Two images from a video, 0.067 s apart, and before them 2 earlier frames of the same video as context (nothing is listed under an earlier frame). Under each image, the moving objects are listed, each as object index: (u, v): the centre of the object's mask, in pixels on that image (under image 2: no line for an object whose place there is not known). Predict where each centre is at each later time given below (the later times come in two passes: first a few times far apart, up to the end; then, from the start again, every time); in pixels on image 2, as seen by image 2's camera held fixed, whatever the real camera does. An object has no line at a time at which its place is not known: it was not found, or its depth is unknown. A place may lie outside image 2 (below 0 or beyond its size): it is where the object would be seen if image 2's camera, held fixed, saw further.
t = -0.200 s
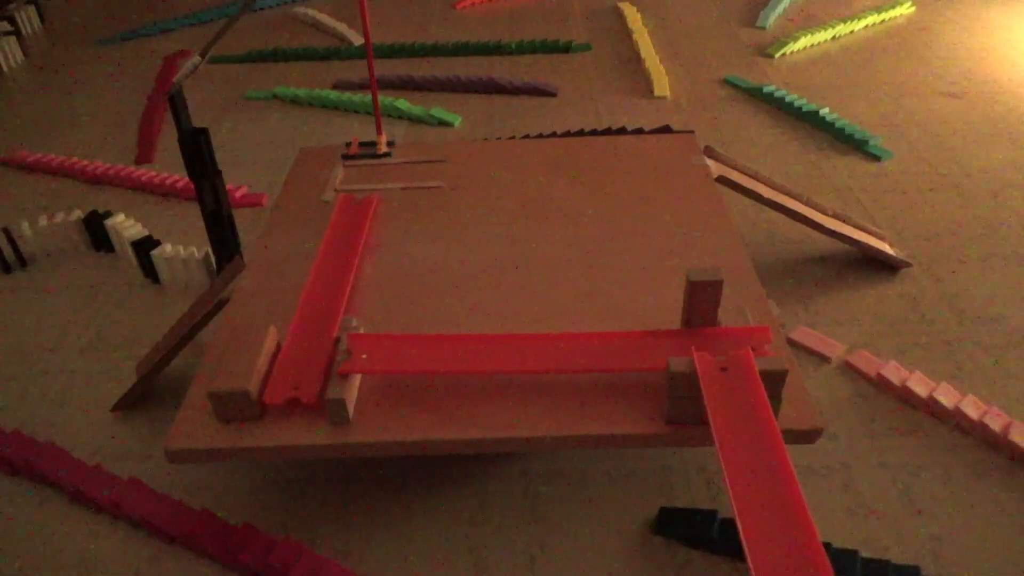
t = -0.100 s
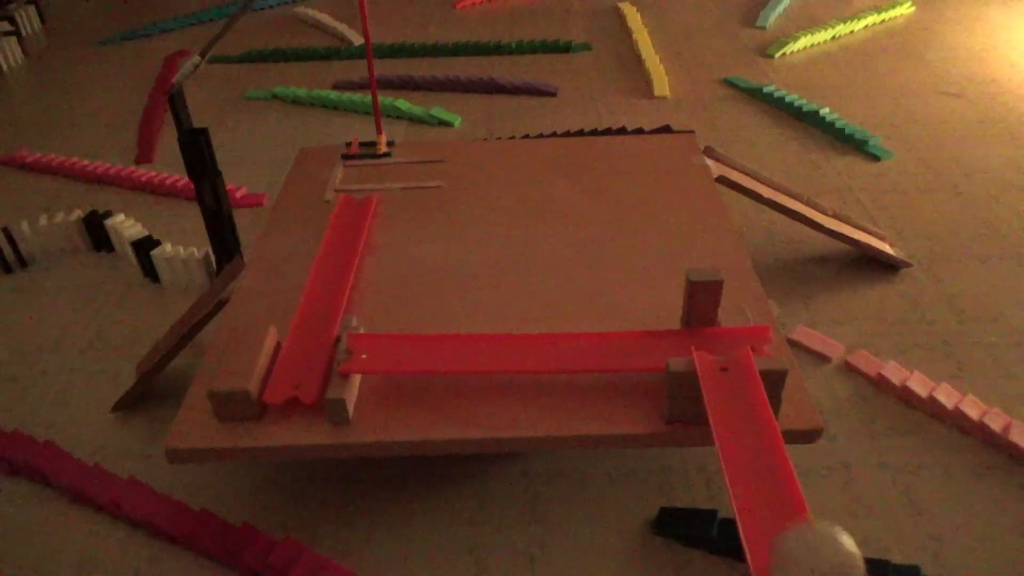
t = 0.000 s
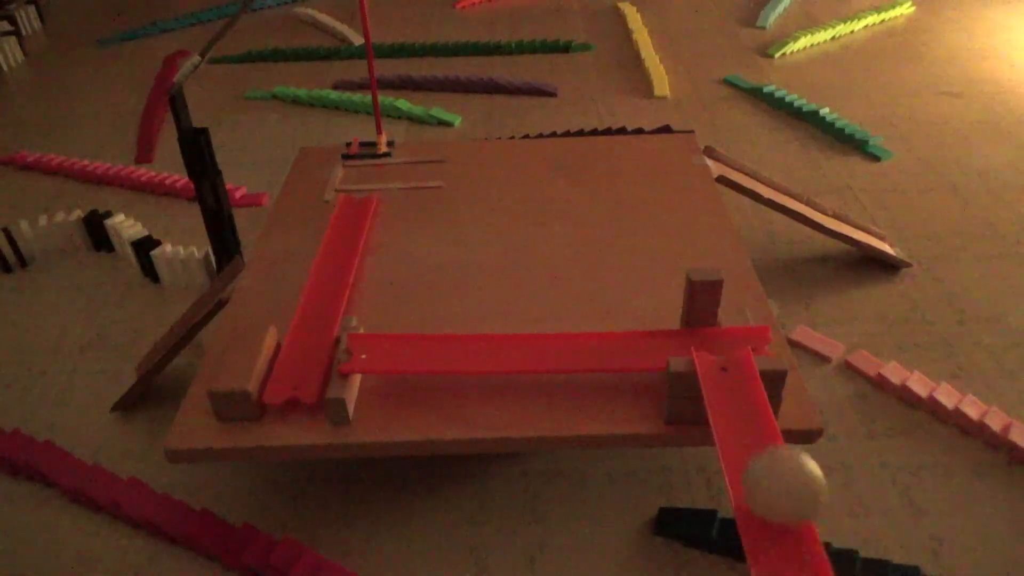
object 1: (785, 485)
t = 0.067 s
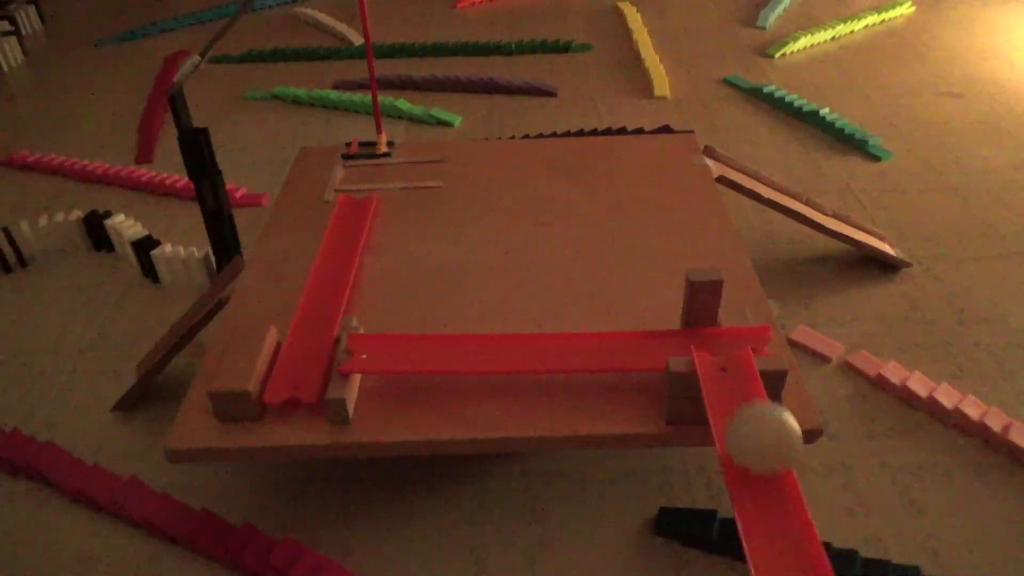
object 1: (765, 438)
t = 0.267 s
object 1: (714, 322)
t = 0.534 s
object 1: (692, 333)
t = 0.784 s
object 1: (656, 337)
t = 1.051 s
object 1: (593, 339)
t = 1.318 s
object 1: (509, 340)
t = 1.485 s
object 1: (456, 340)
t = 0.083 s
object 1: (759, 426)
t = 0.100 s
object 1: (754, 416)
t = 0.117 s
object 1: (750, 405)
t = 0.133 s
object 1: (745, 394)
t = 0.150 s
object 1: (741, 384)
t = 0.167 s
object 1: (737, 375)
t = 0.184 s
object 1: (733, 365)
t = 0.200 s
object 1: (729, 356)
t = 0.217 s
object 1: (725, 347)
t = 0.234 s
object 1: (721, 338)
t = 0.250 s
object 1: (718, 329)
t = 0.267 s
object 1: (714, 322)
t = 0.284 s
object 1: (712, 319)
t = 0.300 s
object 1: (709, 318)
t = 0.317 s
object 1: (706, 324)
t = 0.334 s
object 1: (705, 325)
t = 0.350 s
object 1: (705, 325)
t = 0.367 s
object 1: (705, 328)
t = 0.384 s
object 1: (704, 330)
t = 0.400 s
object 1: (702, 331)
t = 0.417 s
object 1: (701, 331)
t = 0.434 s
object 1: (701, 332)
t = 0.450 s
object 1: (700, 331)
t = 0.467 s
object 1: (698, 332)
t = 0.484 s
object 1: (697, 332)
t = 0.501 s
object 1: (694, 332)
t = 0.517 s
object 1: (693, 333)
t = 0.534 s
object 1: (692, 333)
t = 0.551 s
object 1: (690, 333)
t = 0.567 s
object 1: (688, 333)
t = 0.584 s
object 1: (686, 333)
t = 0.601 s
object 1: (684, 333)
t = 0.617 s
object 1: (682, 333)
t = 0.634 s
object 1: (680, 334)
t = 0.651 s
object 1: (678, 334)
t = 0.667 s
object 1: (675, 335)
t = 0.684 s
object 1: (673, 335)
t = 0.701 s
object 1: (671, 337)
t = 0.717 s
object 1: (668, 337)
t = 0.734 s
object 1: (665, 336)
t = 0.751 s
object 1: (662, 337)
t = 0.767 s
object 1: (659, 336)
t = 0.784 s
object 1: (656, 337)
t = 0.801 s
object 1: (652, 336)
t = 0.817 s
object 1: (649, 337)
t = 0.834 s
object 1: (645, 337)
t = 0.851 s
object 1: (642, 338)
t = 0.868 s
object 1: (639, 338)
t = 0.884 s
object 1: (635, 338)
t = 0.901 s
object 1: (632, 338)
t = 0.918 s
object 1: (627, 339)
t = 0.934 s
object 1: (623, 338)
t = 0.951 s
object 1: (619, 339)
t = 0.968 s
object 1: (615, 340)
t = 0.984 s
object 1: (610, 339)
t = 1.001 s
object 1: (605, 338)
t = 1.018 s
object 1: (601, 339)
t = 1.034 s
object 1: (596, 338)
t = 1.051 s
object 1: (593, 339)
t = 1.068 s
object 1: (588, 339)
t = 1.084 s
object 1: (583, 338)
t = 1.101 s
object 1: (578, 338)
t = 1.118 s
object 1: (575, 339)
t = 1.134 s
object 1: (568, 338)
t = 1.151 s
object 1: (563, 338)
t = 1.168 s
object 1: (557, 338)
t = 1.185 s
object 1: (553, 338)
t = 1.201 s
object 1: (548, 339)
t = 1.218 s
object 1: (543, 339)
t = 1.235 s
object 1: (536, 338)
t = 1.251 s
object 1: (531, 339)
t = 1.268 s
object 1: (526, 339)
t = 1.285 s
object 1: (521, 339)
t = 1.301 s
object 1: (513, 339)
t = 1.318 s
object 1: (509, 340)
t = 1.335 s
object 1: (503, 339)
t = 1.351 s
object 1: (498, 339)
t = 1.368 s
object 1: (492, 340)
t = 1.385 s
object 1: (487, 340)
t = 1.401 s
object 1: (481, 339)
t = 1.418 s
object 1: (476, 340)
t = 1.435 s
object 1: (470, 340)
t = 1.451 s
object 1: (466, 340)
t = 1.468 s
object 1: (460, 340)
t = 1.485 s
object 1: (456, 340)
